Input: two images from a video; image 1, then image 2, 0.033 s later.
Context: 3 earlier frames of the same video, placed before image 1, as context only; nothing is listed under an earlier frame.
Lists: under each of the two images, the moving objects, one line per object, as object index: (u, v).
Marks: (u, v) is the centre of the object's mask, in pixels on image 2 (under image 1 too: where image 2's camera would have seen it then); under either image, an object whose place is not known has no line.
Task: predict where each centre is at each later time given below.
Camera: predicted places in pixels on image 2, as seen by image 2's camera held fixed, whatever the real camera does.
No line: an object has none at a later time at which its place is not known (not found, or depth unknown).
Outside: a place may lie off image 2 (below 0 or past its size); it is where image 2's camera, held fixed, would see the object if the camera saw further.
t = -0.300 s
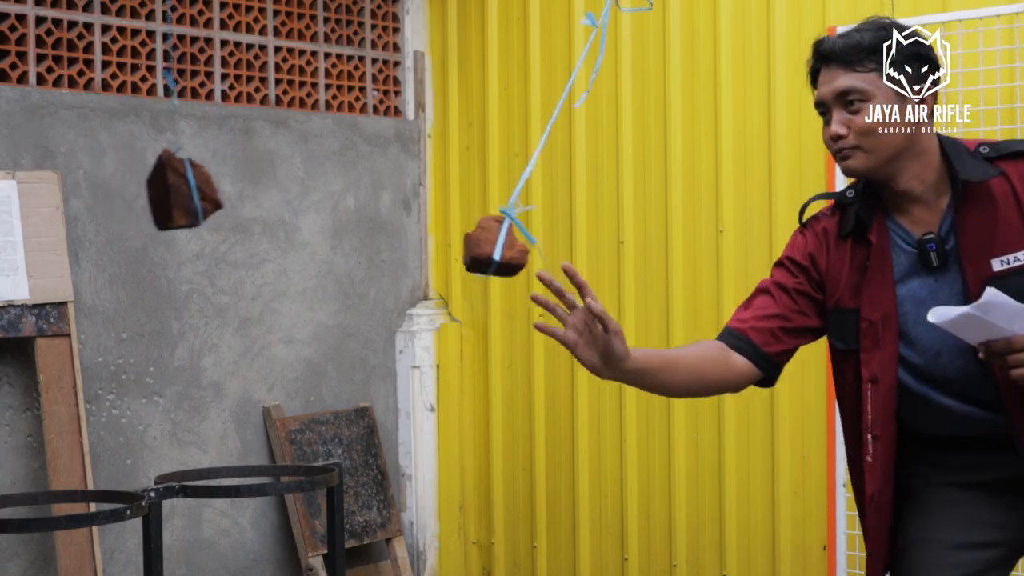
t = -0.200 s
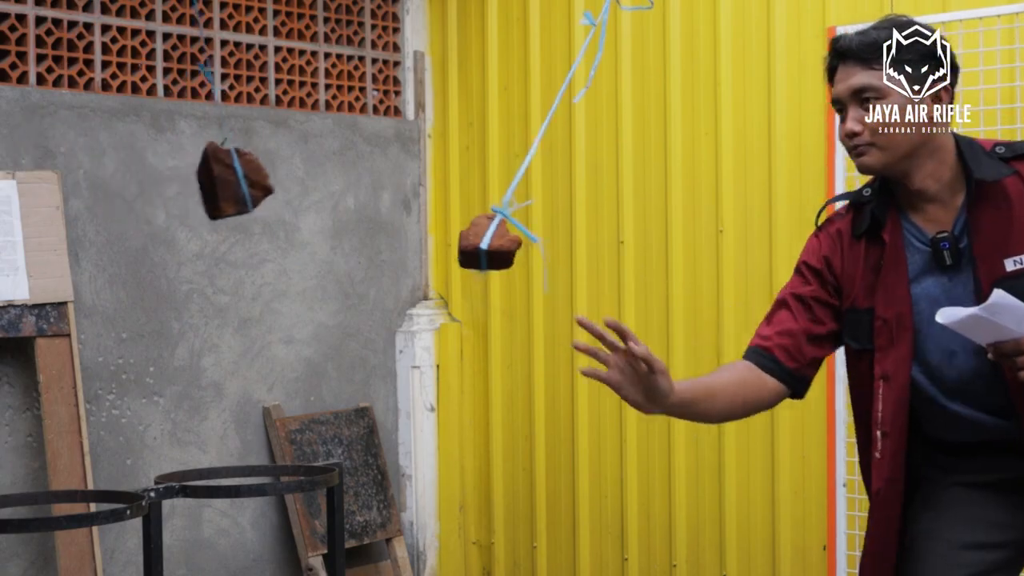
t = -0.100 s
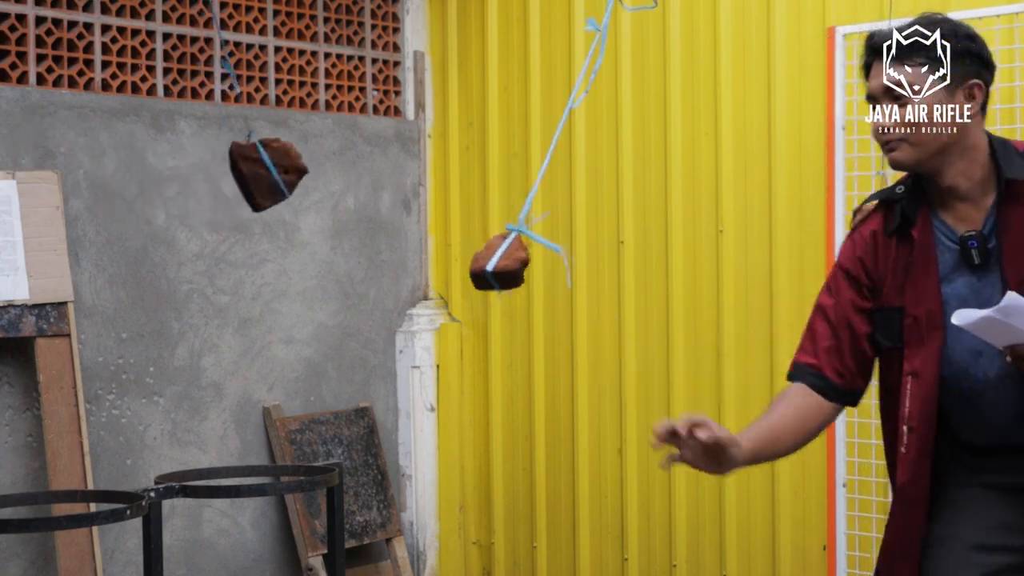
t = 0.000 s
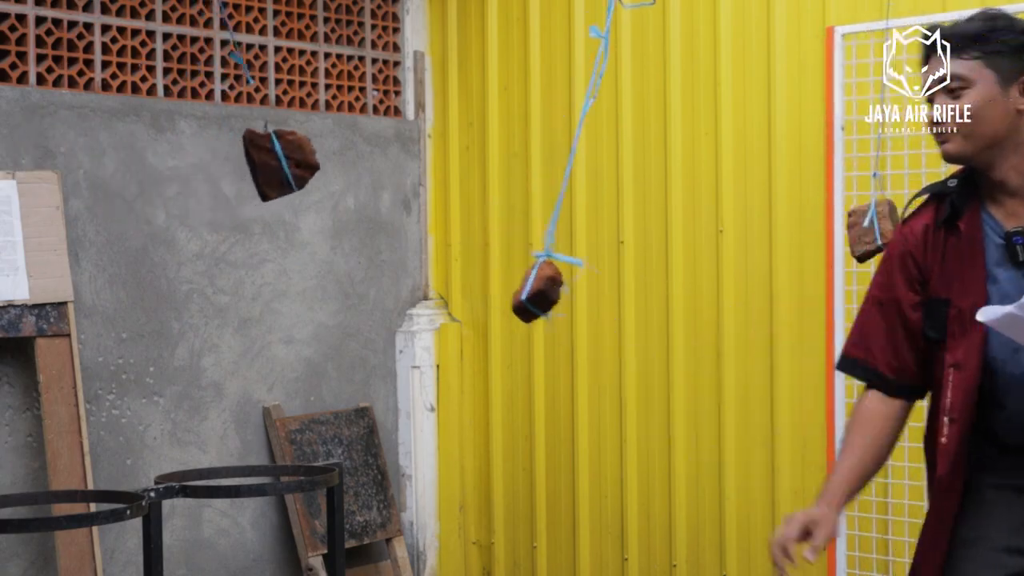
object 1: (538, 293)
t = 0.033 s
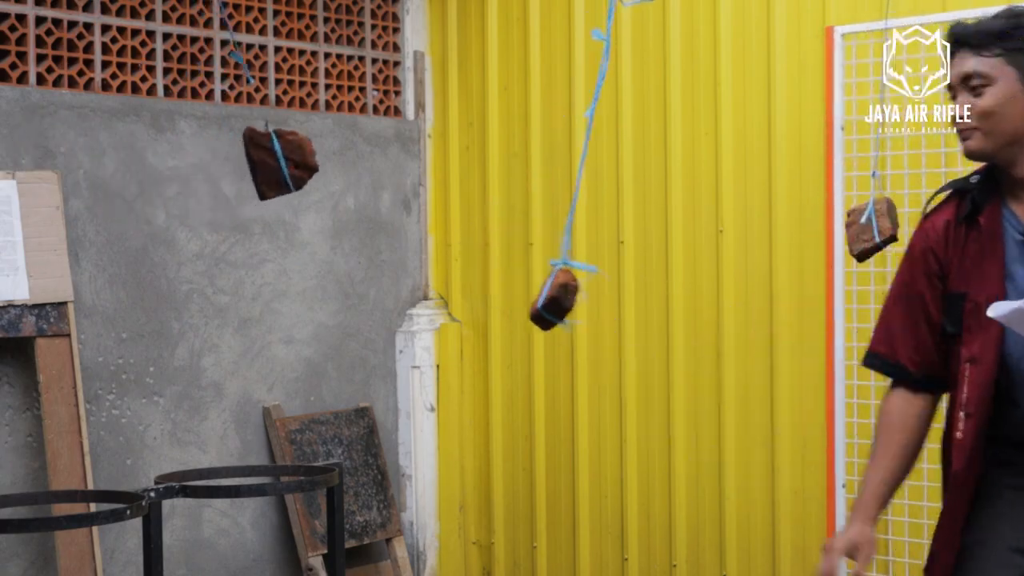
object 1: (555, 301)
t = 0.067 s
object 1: (573, 306)
